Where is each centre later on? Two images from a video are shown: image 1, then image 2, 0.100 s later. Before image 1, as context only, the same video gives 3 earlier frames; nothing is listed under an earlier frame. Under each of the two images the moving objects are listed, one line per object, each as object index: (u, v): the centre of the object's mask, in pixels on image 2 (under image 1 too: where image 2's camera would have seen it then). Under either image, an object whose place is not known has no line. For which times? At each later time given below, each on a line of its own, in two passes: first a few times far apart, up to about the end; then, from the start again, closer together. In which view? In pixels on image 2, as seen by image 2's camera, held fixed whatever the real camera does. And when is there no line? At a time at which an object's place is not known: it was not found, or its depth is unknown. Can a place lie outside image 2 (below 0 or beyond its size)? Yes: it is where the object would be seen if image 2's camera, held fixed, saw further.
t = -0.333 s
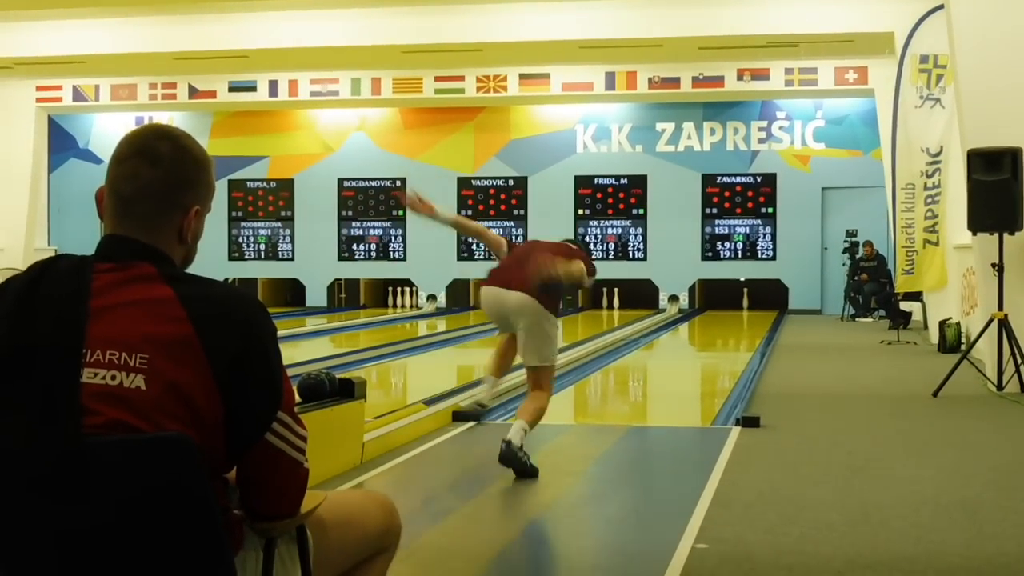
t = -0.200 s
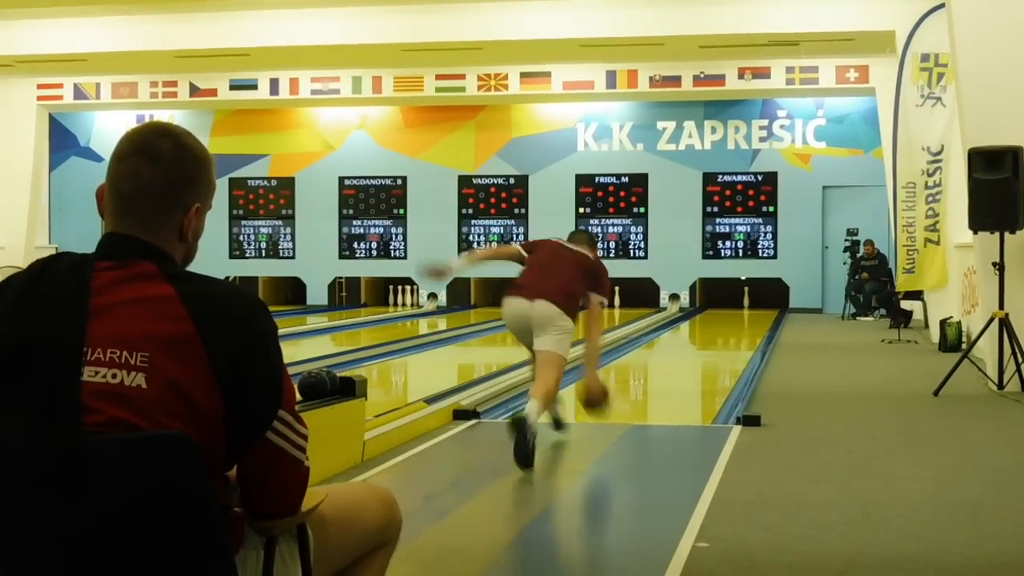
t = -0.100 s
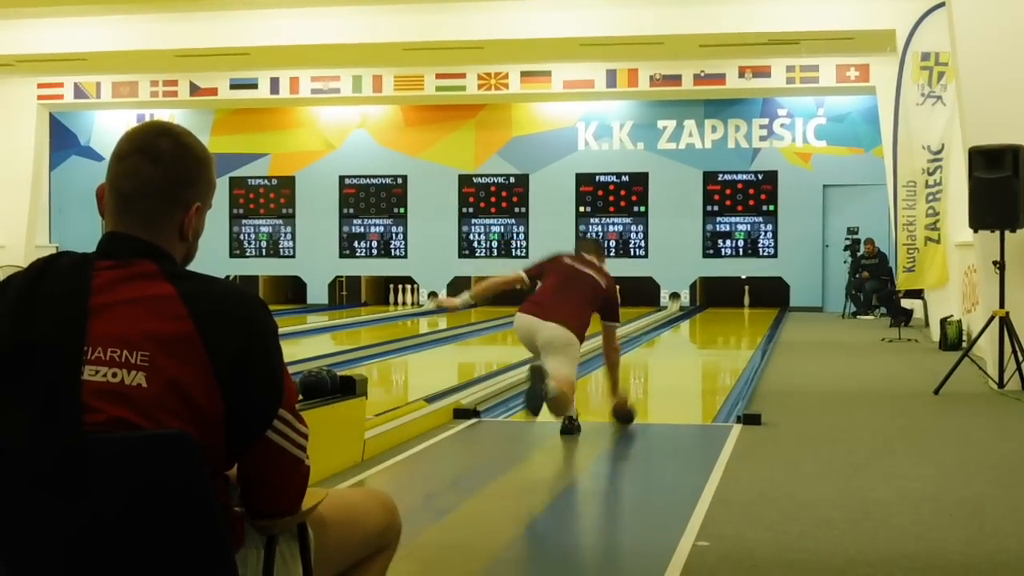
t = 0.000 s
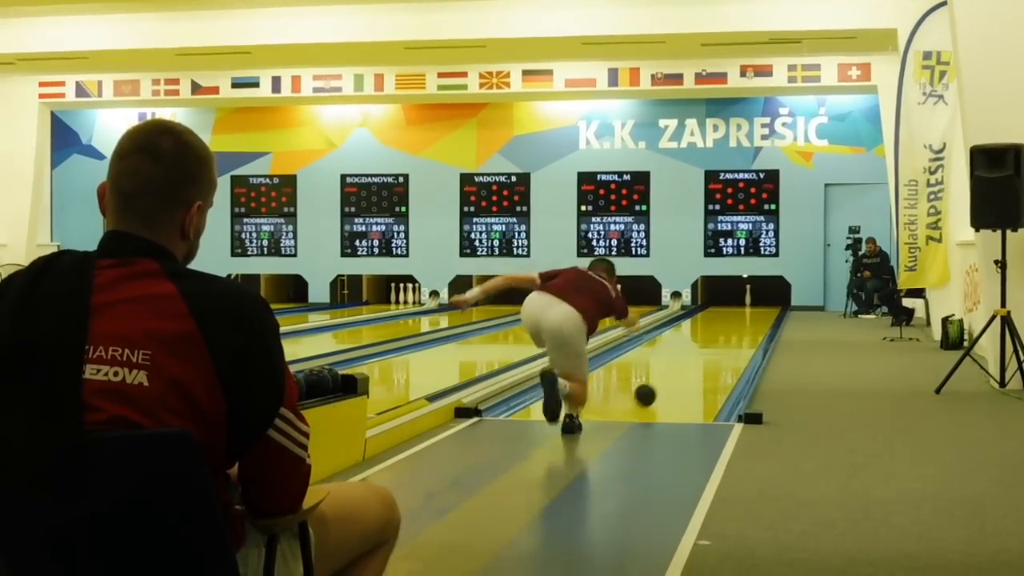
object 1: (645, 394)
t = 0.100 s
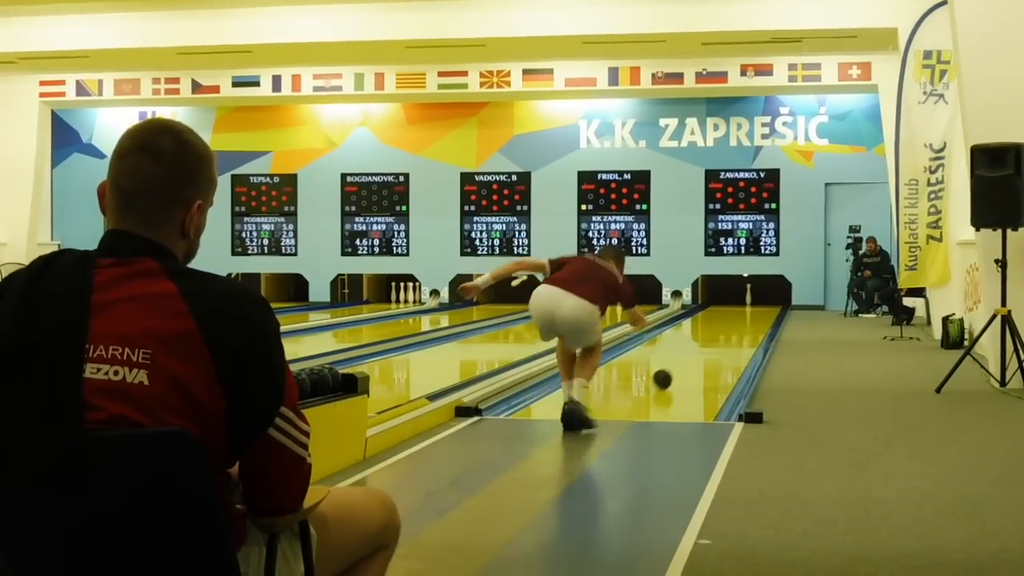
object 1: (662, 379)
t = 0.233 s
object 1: (679, 363)
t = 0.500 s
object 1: (704, 341)
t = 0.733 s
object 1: (718, 327)
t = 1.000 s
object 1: (730, 316)
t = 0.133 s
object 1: (667, 375)
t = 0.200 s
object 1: (675, 367)
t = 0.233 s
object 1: (679, 363)
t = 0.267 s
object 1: (683, 360)
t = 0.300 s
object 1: (687, 356)
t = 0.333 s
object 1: (690, 353)
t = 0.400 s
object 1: (696, 347)
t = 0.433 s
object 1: (699, 345)
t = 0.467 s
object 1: (701, 343)
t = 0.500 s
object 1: (704, 341)
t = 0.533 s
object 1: (706, 338)
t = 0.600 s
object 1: (711, 334)
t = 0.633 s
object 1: (713, 333)
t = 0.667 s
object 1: (715, 331)
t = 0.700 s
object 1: (716, 329)
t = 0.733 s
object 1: (718, 327)
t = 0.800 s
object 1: (722, 324)
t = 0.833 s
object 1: (723, 323)
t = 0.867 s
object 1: (725, 321)
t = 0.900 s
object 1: (726, 320)
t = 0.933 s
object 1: (727, 319)
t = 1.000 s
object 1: (730, 316)
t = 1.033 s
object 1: (731, 315)
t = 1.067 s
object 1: (732, 314)
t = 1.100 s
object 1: (734, 313)
